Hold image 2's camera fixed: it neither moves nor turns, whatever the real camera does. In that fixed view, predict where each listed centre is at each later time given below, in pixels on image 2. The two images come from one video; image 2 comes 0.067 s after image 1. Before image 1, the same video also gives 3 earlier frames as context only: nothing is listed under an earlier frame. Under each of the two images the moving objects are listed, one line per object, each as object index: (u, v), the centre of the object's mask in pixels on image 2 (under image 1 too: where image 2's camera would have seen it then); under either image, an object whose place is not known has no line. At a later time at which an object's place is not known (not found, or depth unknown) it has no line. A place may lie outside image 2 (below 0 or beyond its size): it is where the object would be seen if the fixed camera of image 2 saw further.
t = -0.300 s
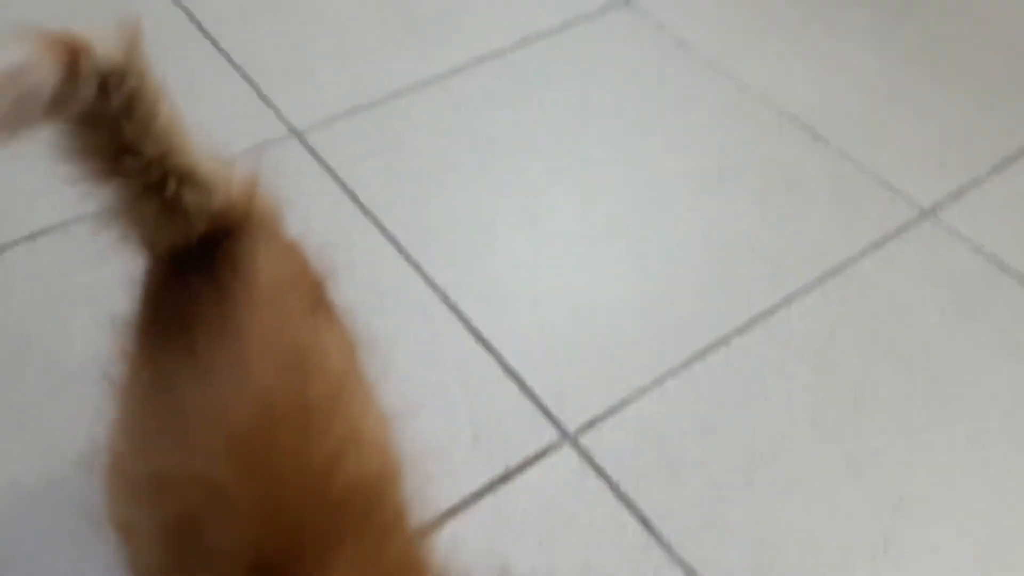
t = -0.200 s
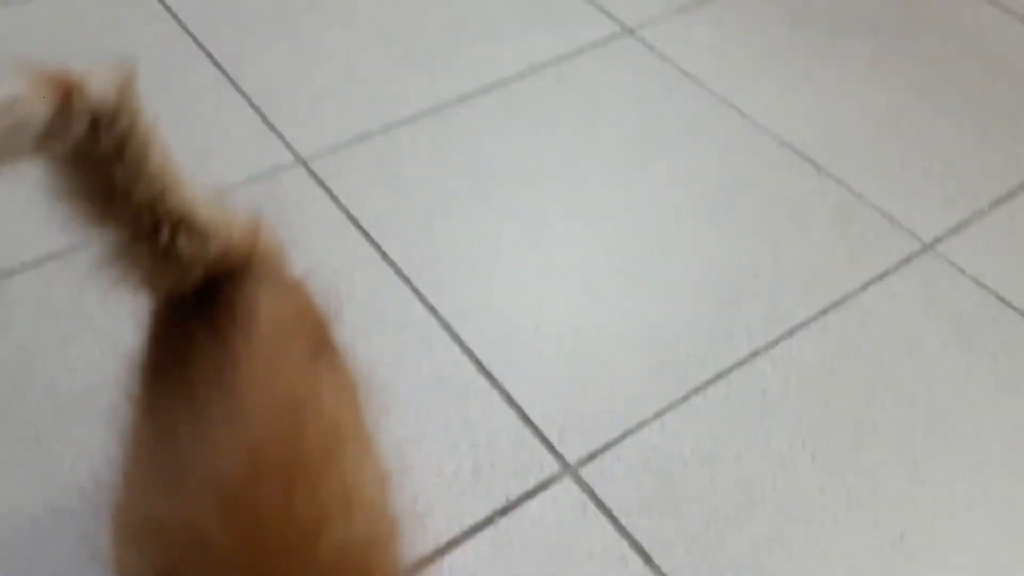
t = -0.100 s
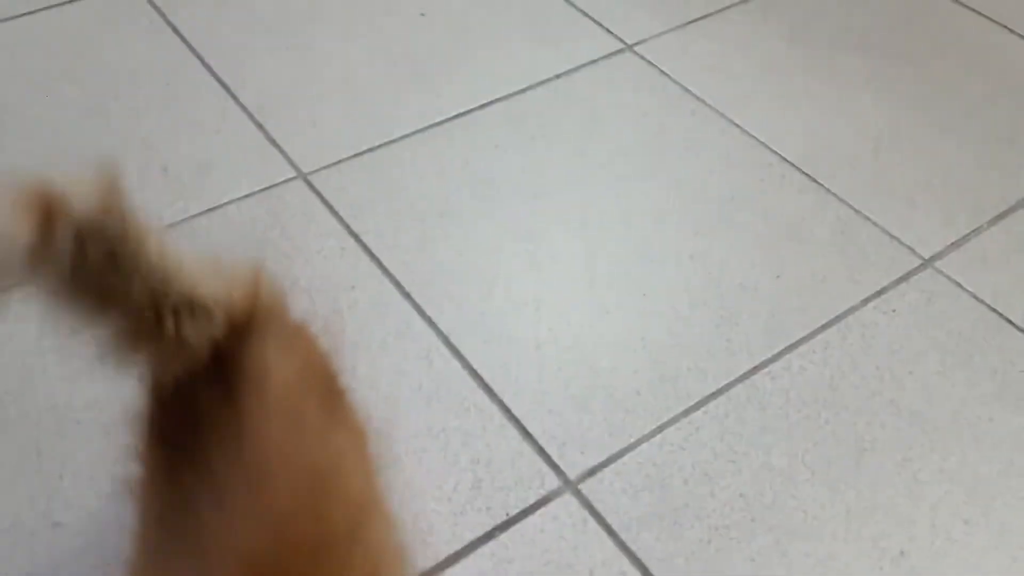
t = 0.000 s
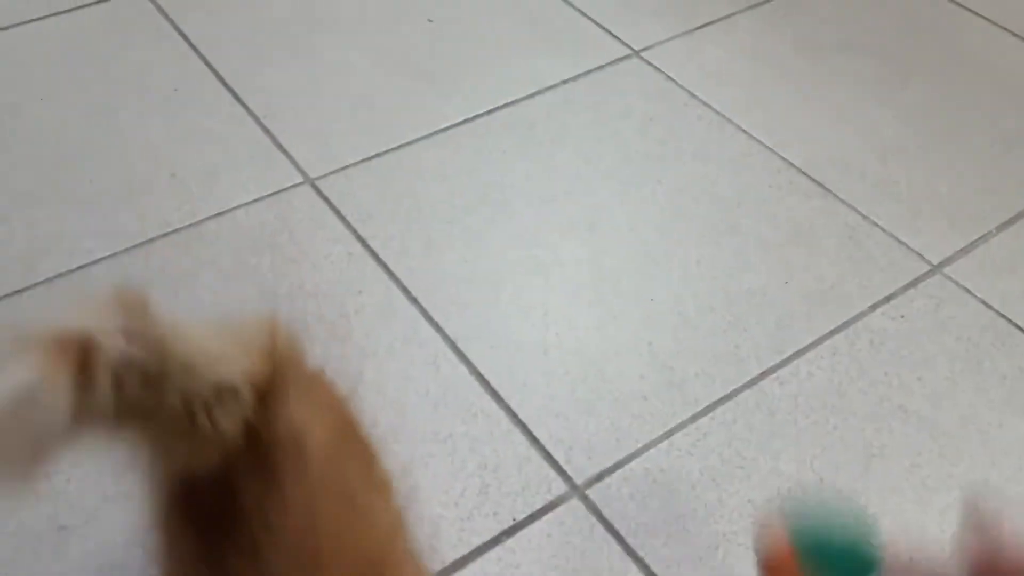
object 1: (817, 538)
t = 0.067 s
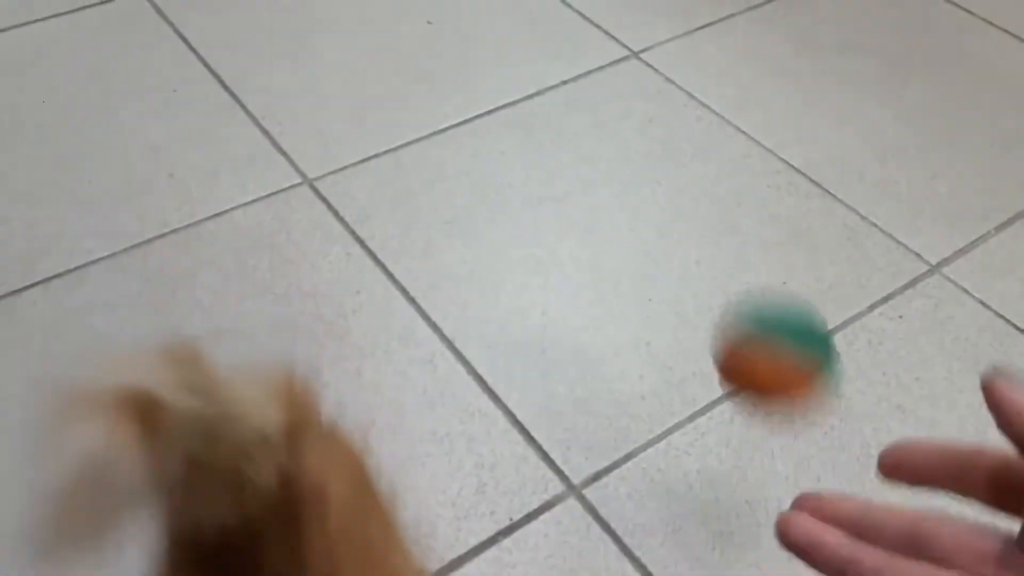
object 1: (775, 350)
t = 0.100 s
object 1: (748, 280)
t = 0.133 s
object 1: (719, 234)
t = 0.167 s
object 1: (688, 210)
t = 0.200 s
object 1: (659, 204)
